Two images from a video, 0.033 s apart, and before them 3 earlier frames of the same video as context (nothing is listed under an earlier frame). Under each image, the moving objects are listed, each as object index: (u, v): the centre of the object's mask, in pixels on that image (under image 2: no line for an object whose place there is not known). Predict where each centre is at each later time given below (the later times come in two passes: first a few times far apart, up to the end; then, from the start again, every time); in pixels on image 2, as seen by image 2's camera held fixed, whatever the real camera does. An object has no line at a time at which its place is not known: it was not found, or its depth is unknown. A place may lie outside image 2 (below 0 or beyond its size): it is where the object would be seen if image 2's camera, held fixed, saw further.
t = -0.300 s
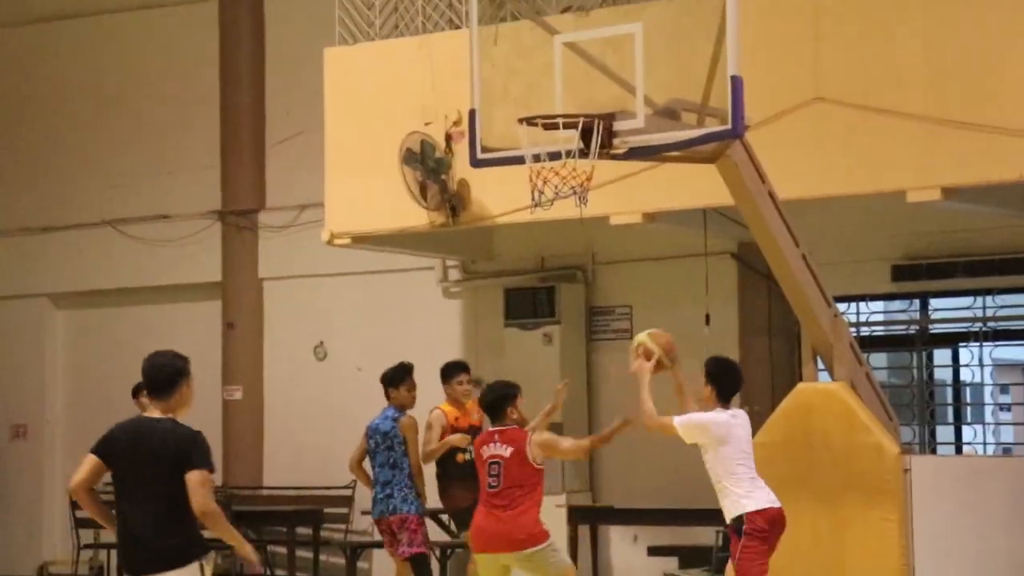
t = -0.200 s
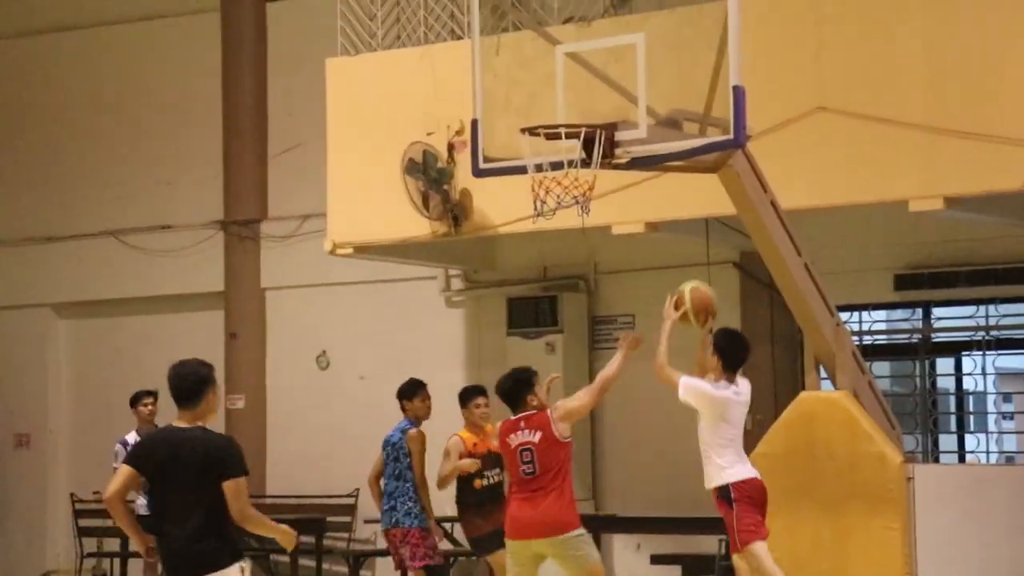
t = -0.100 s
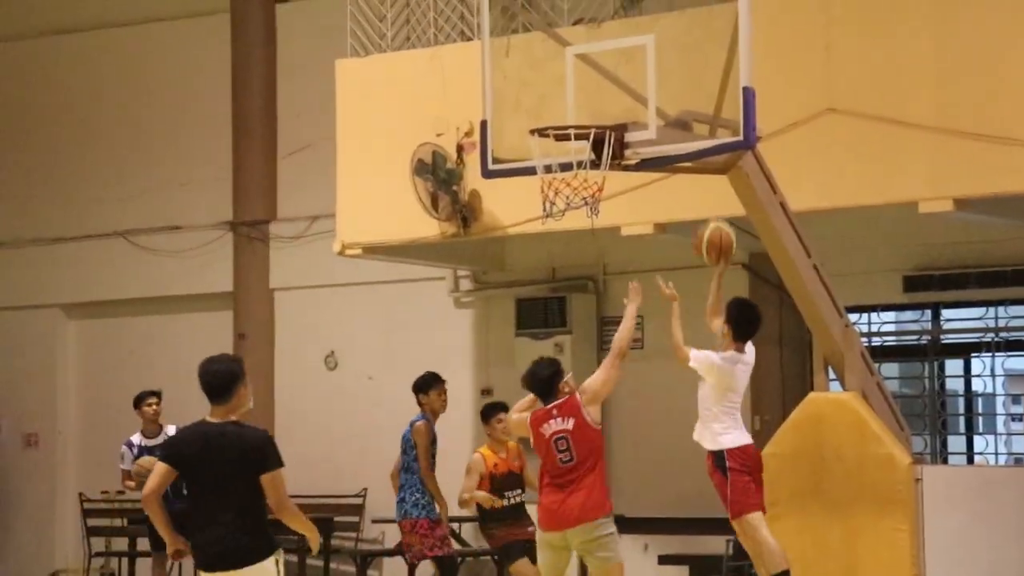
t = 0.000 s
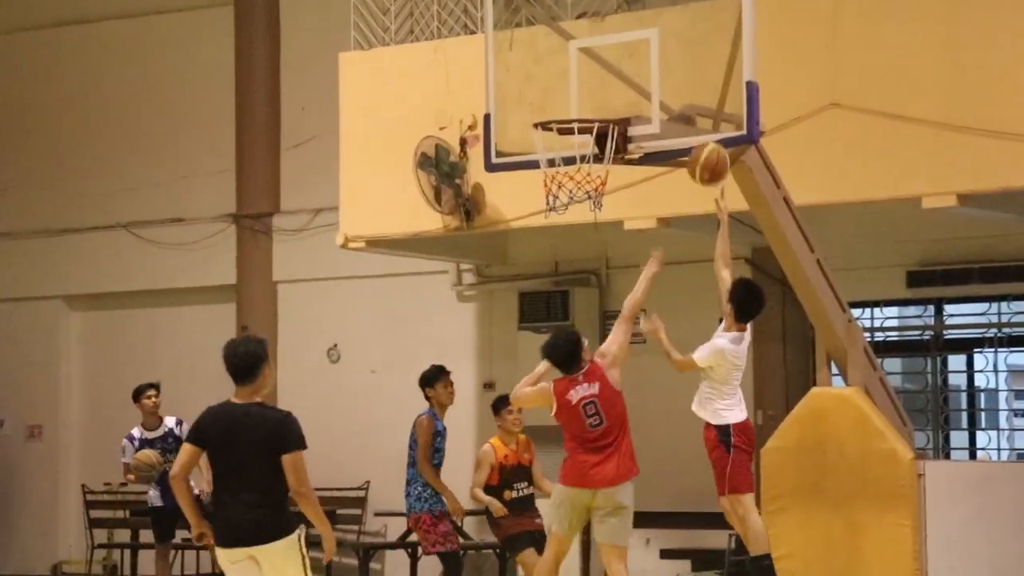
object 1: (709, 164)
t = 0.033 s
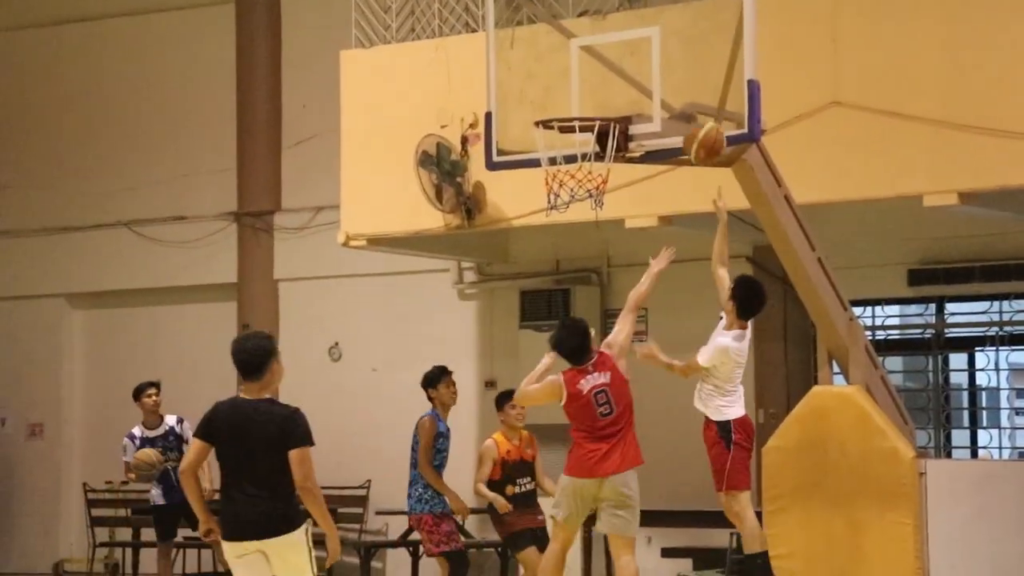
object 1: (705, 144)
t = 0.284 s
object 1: (669, 54)
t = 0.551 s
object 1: (627, 73)
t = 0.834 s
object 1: (597, 73)
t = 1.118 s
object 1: (572, 147)
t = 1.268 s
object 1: (562, 231)
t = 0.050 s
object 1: (702, 133)
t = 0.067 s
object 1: (700, 124)
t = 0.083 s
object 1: (698, 115)
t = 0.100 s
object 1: (694, 107)
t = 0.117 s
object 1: (691, 100)
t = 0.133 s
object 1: (689, 93)
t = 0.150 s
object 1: (687, 87)
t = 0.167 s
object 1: (685, 81)
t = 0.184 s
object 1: (683, 75)
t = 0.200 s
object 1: (680, 71)
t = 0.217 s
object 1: (678, 66)
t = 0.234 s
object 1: (676, 63)
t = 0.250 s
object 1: (673, 59)
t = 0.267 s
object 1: (671, 56)
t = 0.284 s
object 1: (669, 54)
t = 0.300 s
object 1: (667, 53)
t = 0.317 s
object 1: (665, 51)
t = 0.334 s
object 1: (662, 50)
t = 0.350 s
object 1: (660, 50)
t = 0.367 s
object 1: (658, 49)
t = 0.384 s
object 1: (655, 49)
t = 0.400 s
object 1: (652, 49)
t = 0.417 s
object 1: (649, 50)
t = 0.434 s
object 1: (646, 51)
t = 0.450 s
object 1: (644, 53)
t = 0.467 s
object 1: (641, 55)
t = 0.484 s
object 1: (638, 57)
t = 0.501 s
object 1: (635, 61)
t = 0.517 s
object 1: (633, 64)
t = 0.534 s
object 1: (630, 68)
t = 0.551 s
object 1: (627, 73)
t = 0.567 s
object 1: (625, 78)
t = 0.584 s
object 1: (623, 83)
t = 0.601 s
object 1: (621, 90)
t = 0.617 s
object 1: (618, 95)
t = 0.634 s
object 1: (616, 99)
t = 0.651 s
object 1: (615, 96)
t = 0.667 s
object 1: (613, 91)
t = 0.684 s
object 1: (611, 87)
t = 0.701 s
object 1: (610, 84)
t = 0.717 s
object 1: (608, 81)
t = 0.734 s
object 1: (607, 79)
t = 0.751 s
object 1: (605, 77)
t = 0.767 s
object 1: (604, 75)
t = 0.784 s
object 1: (602, 74)
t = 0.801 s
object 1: (601, 73)
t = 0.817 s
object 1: (599, 72)
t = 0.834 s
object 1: (597, 73)
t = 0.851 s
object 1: (596, 73)
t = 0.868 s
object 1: (594, 75)
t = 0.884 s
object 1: (592, 77)
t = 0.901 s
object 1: (590, 79)
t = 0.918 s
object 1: (590, 81)
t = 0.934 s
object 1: (588, 84)
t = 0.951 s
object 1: (587, 87)
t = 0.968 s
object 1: (586, 91)
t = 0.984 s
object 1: (584, 95)
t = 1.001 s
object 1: (583, 99)
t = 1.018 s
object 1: (581, 103)
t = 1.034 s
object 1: (578, 111)
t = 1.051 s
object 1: (577, 117)
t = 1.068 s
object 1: (575, 125)
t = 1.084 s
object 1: (574, 132)
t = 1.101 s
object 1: (574, 143)
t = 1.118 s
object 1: (572, 147)
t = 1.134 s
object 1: (570, 157)
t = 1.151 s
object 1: (570, 167)
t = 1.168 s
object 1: (567, 175)
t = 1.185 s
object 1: (566, 184)
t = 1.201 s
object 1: (565, 192)
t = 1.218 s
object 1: (565, 201)
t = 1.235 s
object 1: (564, 212)
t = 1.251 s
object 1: (563, 221)
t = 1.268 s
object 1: (562, 231)
